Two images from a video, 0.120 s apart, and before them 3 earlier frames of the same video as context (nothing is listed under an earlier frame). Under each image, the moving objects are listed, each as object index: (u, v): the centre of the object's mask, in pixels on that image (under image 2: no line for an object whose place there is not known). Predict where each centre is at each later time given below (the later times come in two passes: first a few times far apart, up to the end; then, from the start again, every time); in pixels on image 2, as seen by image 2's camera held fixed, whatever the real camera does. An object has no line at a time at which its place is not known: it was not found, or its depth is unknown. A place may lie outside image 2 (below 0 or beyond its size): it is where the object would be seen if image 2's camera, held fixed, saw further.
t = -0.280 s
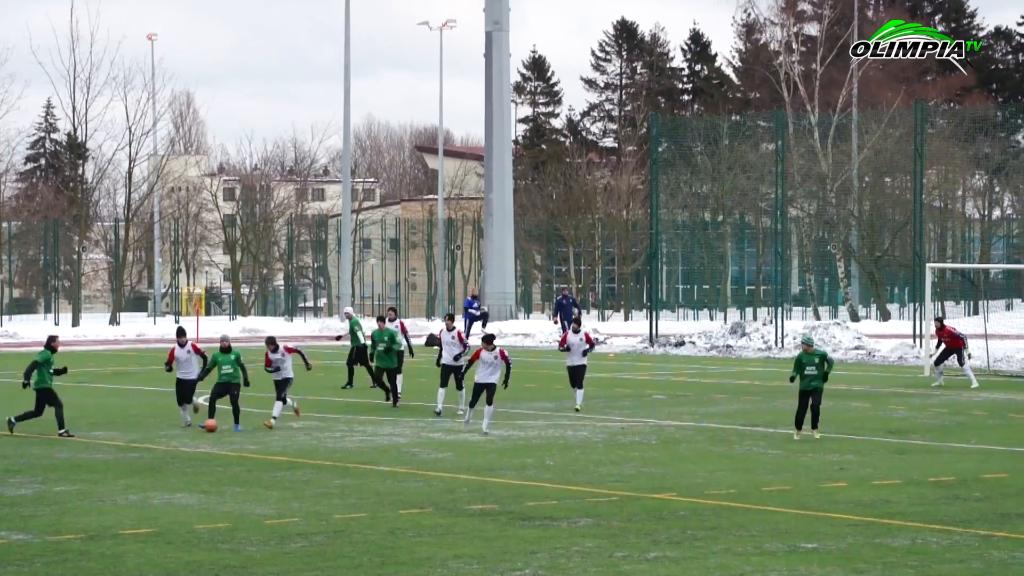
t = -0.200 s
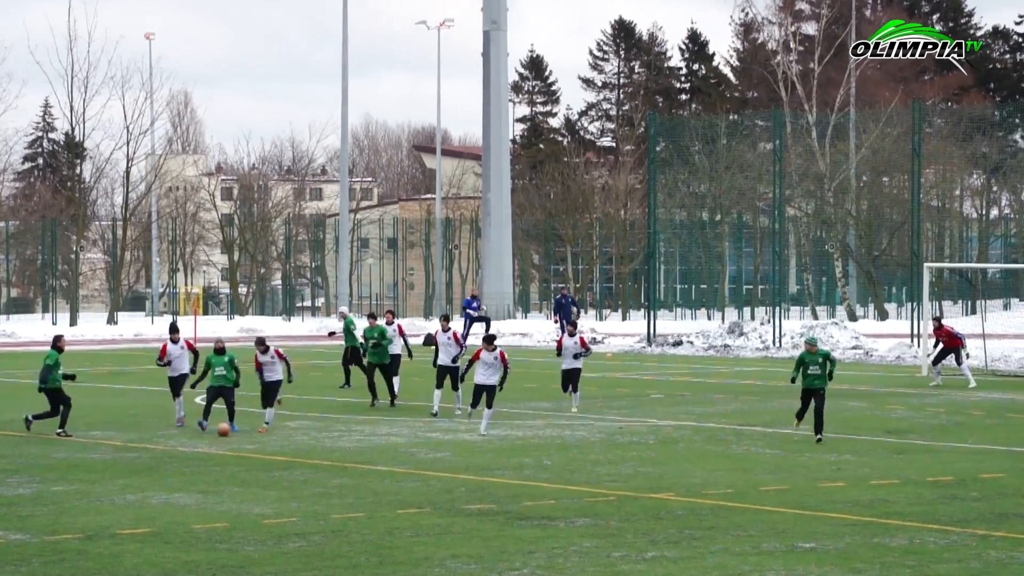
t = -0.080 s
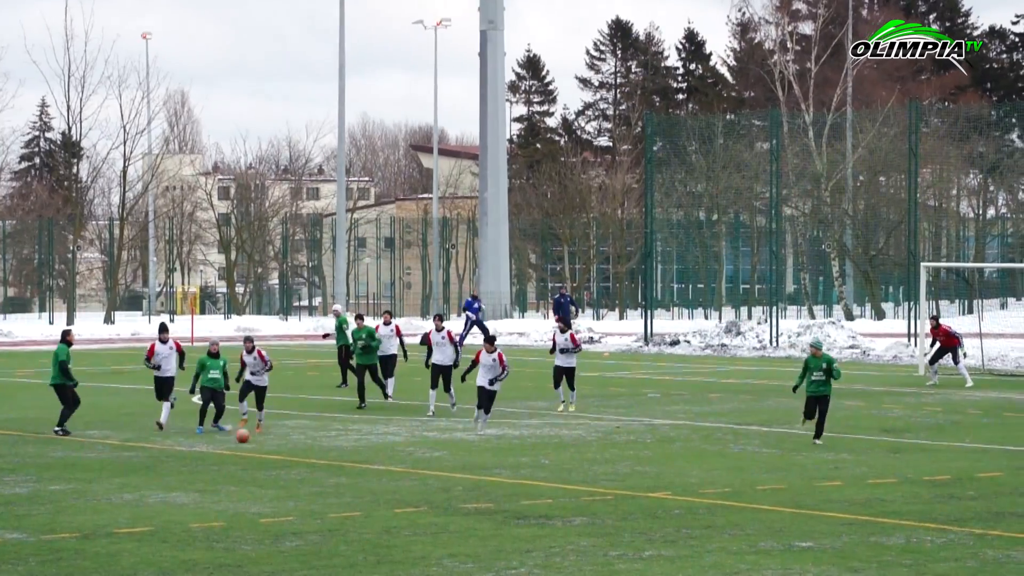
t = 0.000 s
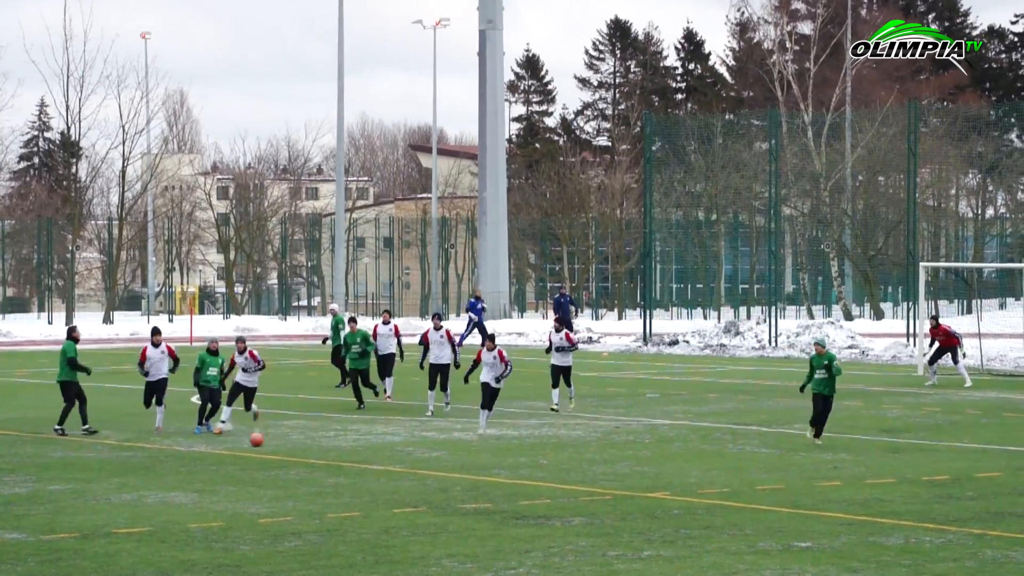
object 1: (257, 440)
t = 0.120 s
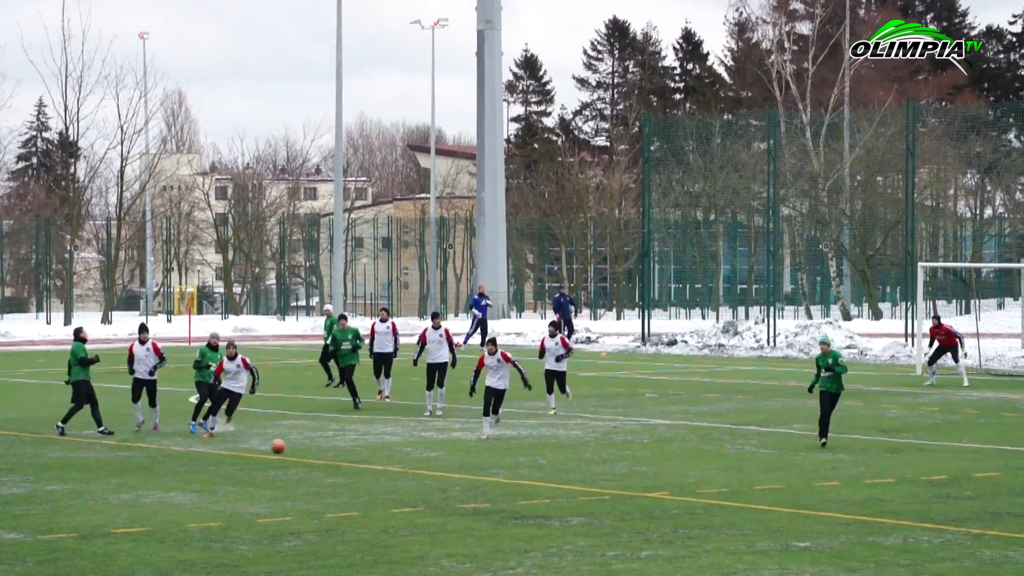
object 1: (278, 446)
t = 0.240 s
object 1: (301, 453)
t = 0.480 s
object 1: (348, 465)
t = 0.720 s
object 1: (392, 477)
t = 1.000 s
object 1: (441, 489)
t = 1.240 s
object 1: (483, 499)
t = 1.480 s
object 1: (527, 511)
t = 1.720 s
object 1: (573, 520)
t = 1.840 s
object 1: (598, 528)
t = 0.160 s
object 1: (285, 448)
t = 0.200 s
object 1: (293, 450)
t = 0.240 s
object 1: (301, 453)
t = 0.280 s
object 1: (309, 454)
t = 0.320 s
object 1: (317, 456)
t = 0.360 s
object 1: (325, 459)
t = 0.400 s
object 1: (333, 461)
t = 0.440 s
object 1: (340, 463)
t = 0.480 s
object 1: (348, 465)
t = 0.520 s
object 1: (356, 467)
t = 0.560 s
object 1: (363, 469)
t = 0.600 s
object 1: (371, 471)
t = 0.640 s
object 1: (378, 473)
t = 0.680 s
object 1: (385, 475)
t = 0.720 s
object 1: (392, 477)
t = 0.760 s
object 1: (400, 479)
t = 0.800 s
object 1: (406, 481)
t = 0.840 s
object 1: (413, 483)
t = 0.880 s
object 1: (420, 483)
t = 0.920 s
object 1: (427, 485)
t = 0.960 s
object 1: (434, 487)
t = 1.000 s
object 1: (441, 489)
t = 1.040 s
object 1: (448, 491)
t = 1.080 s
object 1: (455, 492)
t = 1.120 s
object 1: (462, 494)
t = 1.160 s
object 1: (469, 496)
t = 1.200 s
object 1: (476, 497)
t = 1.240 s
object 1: (483, 499)
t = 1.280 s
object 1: (490, 501)
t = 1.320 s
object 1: (497, 502)
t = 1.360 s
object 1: (504, 505)
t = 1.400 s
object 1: (512, 507)
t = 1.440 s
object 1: (519, 508)
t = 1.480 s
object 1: (527, 511)
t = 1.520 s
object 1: (534, 512)
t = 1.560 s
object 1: (542, 513)
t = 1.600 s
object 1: (549, 516)
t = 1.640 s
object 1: (557, 518)
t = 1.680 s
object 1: (565, 518)
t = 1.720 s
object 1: (573, 520)
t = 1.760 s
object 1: (581, 523)
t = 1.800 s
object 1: (590, 527)
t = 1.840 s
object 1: (598, 528)
